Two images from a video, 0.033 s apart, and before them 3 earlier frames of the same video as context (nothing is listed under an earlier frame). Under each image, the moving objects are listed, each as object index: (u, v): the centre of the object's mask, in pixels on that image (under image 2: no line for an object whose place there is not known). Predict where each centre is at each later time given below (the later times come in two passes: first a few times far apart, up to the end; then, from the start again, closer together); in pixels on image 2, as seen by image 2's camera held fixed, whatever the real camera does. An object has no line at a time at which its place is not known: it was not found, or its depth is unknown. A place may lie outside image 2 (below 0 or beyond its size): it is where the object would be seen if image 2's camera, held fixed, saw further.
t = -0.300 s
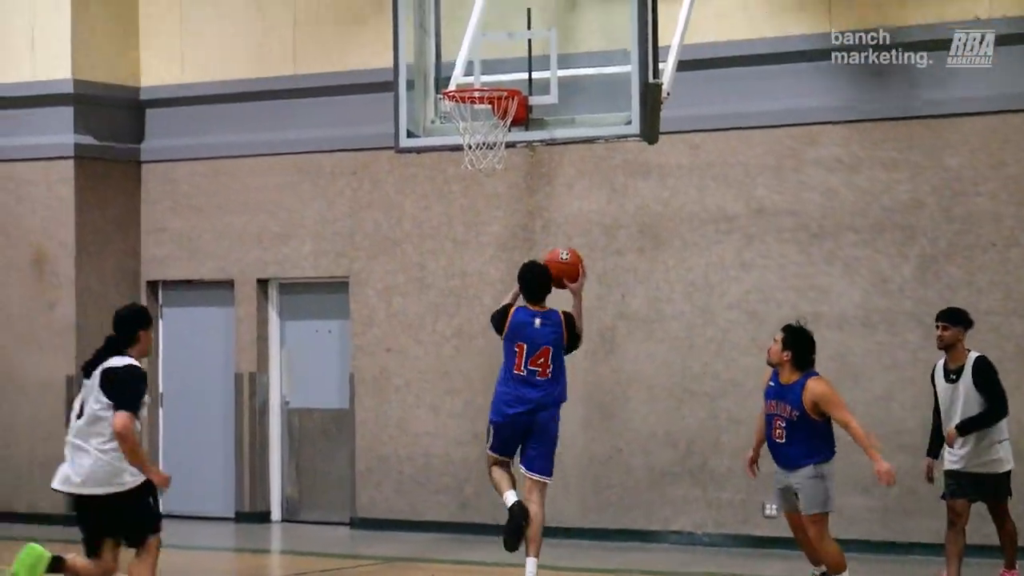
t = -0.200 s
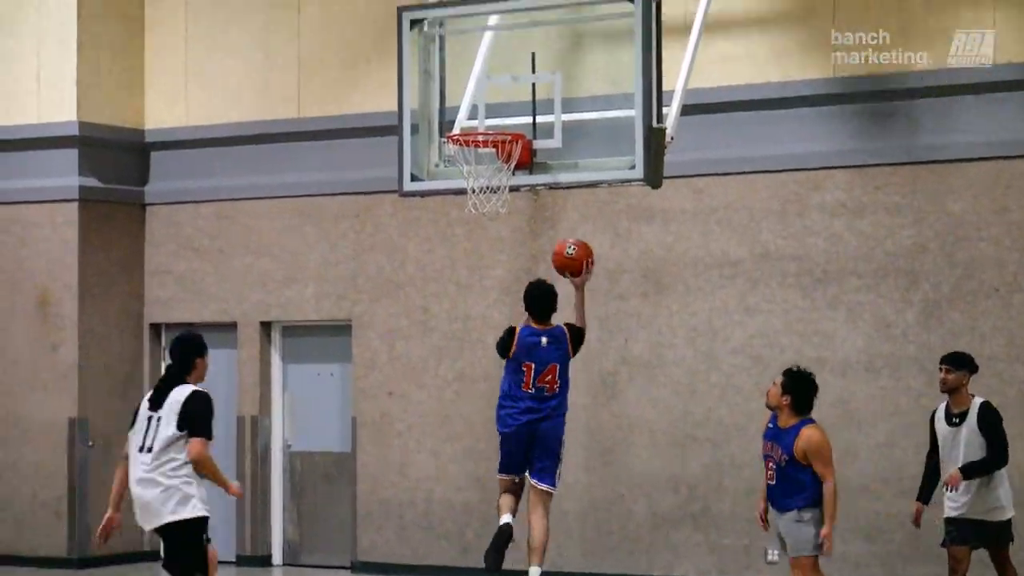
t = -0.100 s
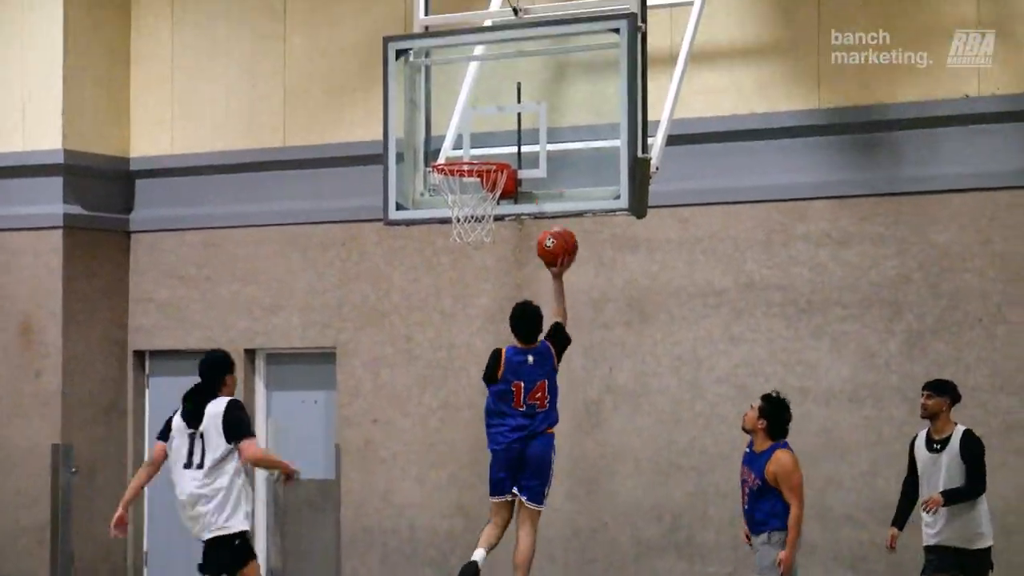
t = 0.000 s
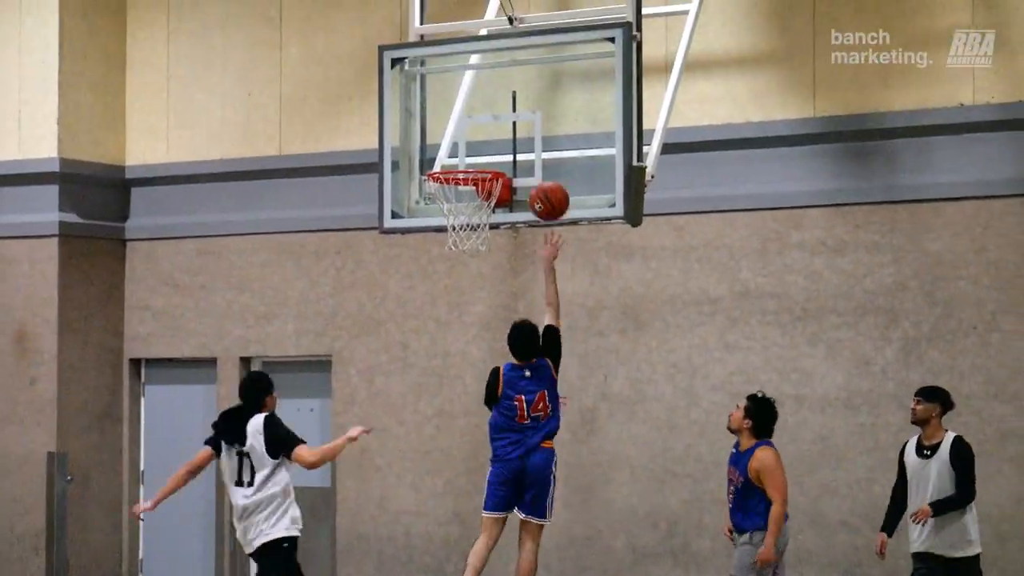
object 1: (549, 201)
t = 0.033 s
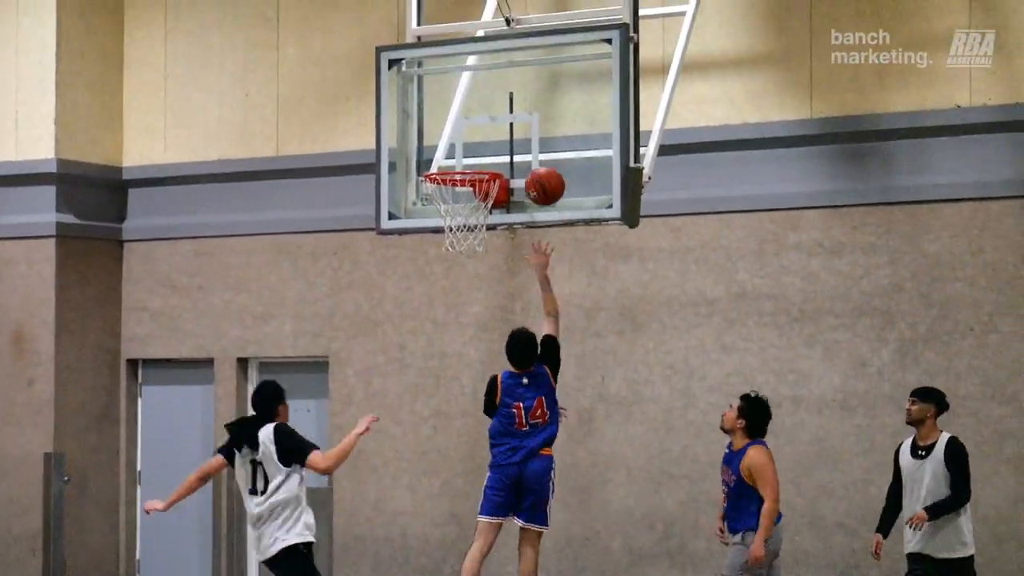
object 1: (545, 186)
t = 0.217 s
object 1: (526, 137)
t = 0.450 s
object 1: (462, 149)
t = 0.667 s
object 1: (430, 151)
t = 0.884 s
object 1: (398, 169)
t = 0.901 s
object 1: (395, 173)
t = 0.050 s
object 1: (544, 179)
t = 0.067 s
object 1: (543, 172)
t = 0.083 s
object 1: (542, 166)
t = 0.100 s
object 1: (542, 160)
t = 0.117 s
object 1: (541, 155)
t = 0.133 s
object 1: (540, 151)
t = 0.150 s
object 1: (540, 146)
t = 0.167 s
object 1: (539, 142)
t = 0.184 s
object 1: (536, 140)
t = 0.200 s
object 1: (531, 138)
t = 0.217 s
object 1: (526, 137)
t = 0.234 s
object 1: (521, 136)
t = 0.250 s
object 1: (515, 135)
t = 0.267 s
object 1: (511, 136)
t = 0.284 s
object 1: (505, 136)
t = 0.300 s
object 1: (500, 137)
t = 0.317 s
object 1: (495, 139)
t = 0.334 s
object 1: (490, 141)
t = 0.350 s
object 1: (485, 143)
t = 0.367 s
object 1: (481, 146)
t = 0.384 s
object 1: (475, 149)
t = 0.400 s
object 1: (470, 152)
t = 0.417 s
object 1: (467, 152)
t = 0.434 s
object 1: (465, 150)
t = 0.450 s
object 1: (462, 149)
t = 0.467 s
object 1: (460, 148)
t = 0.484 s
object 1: (457, 147)
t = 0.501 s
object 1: (455, 146)
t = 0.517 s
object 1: (452, 147)
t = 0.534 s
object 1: (449, 147)
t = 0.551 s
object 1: (446, 149)
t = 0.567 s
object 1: (444, 150)
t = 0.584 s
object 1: (442, 152)
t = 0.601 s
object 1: (440, 153)
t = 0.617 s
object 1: (437, 152)
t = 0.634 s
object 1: (435, 152)
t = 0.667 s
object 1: (430, 151)
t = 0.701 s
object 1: (426, 152)
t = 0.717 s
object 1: (424, 154)
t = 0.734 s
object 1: (422, 156)
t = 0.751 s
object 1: (419, 156)
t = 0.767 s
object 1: (416, 156)
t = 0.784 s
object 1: (414, 156)
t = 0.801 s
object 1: (412, 157)
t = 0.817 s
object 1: (409, 159)
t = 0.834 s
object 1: (406, 161)
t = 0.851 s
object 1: (403, 163)
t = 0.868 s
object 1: (400, 166)
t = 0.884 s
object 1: (398, 169)
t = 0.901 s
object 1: (395, 173)
